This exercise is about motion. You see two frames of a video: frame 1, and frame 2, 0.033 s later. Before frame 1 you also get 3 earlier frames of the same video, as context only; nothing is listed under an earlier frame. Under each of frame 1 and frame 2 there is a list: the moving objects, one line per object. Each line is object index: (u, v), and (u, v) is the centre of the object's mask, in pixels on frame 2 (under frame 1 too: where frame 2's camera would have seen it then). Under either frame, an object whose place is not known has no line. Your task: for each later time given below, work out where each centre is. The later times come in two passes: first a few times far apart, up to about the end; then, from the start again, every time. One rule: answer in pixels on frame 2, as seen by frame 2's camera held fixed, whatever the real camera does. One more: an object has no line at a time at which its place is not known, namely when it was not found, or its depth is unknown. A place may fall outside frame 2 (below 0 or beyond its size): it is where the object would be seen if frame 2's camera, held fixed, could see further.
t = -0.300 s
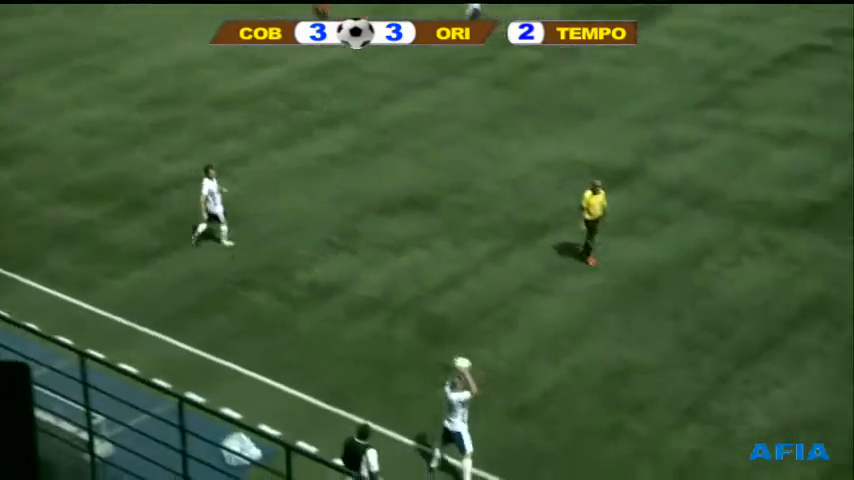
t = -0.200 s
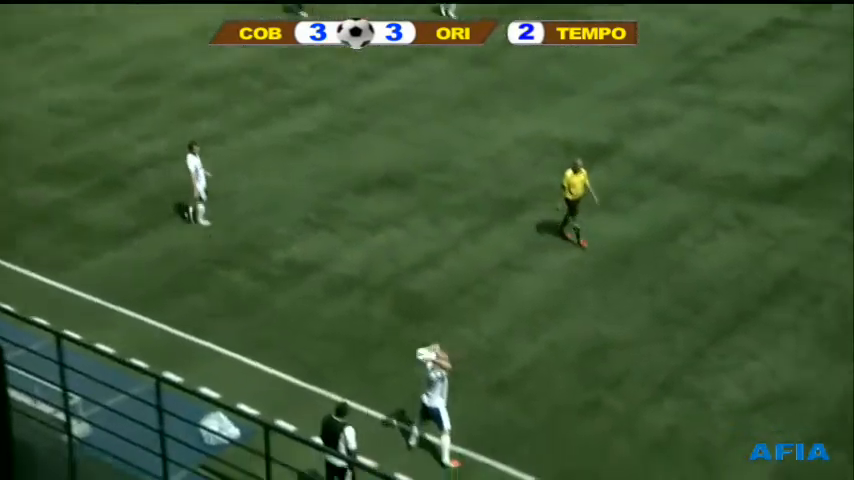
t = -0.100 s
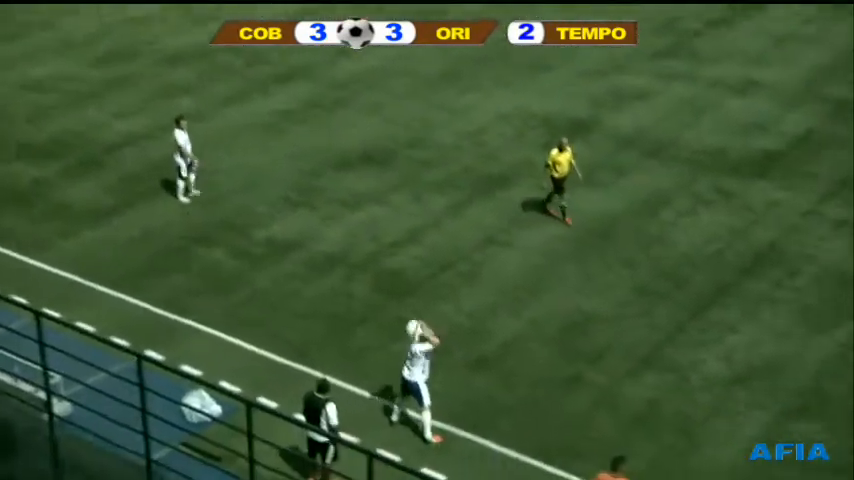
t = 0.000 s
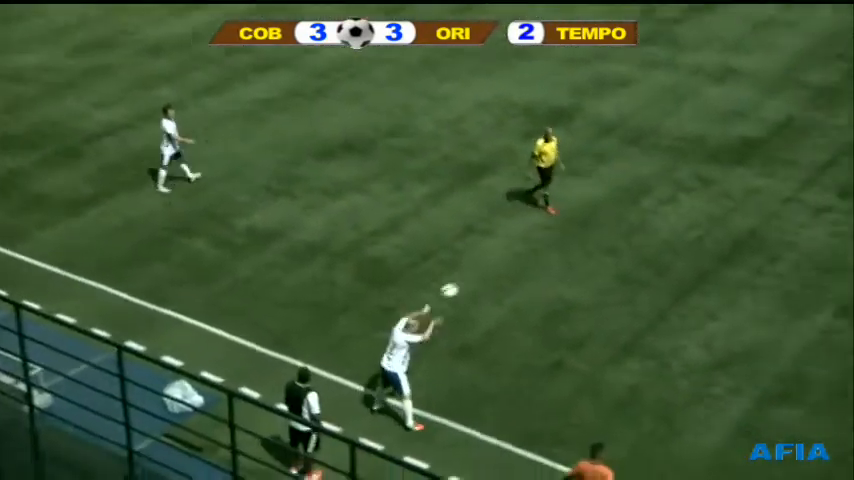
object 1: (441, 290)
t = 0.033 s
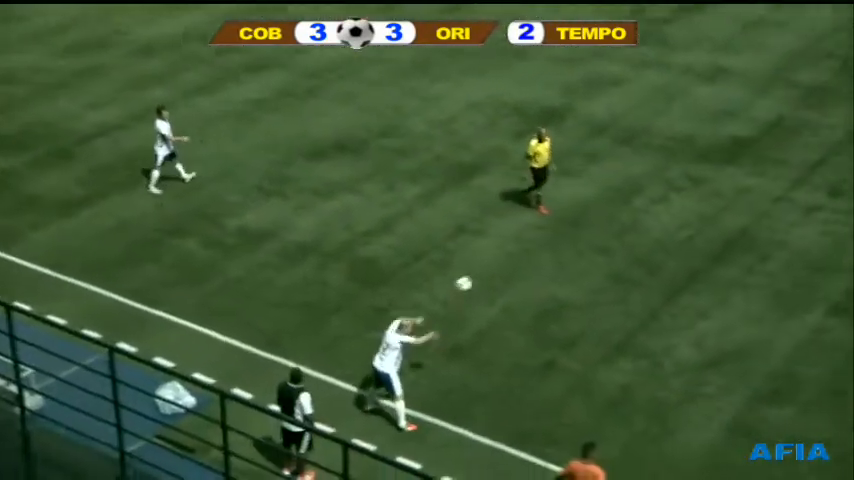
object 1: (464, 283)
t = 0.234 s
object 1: (591, 256)
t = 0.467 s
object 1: (727, 257)
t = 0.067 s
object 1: (486, 277)
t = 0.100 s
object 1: (507, 271)
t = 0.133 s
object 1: (529, 266)
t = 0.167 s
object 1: (549, 261)
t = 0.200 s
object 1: (570, 258)
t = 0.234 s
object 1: (591, 256)
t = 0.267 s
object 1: (611, 254)
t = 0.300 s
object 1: (631, 253)
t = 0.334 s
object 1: (651, 252)
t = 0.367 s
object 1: (671, 253)
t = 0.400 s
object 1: (690, 253)
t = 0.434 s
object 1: (708, 254)
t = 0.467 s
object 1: (727, 257)
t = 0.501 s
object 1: (745, 260)
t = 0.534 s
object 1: (763, 263)
